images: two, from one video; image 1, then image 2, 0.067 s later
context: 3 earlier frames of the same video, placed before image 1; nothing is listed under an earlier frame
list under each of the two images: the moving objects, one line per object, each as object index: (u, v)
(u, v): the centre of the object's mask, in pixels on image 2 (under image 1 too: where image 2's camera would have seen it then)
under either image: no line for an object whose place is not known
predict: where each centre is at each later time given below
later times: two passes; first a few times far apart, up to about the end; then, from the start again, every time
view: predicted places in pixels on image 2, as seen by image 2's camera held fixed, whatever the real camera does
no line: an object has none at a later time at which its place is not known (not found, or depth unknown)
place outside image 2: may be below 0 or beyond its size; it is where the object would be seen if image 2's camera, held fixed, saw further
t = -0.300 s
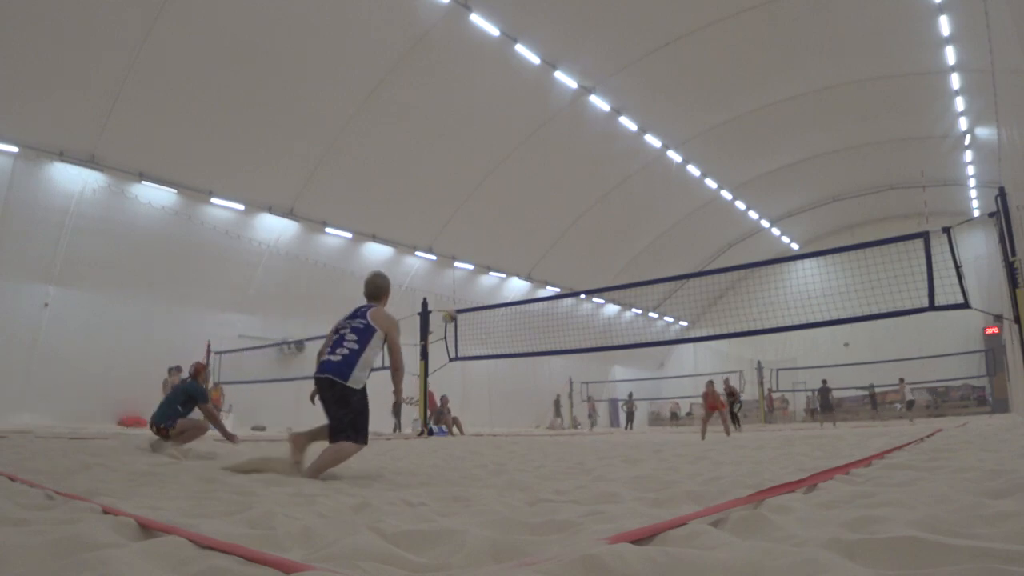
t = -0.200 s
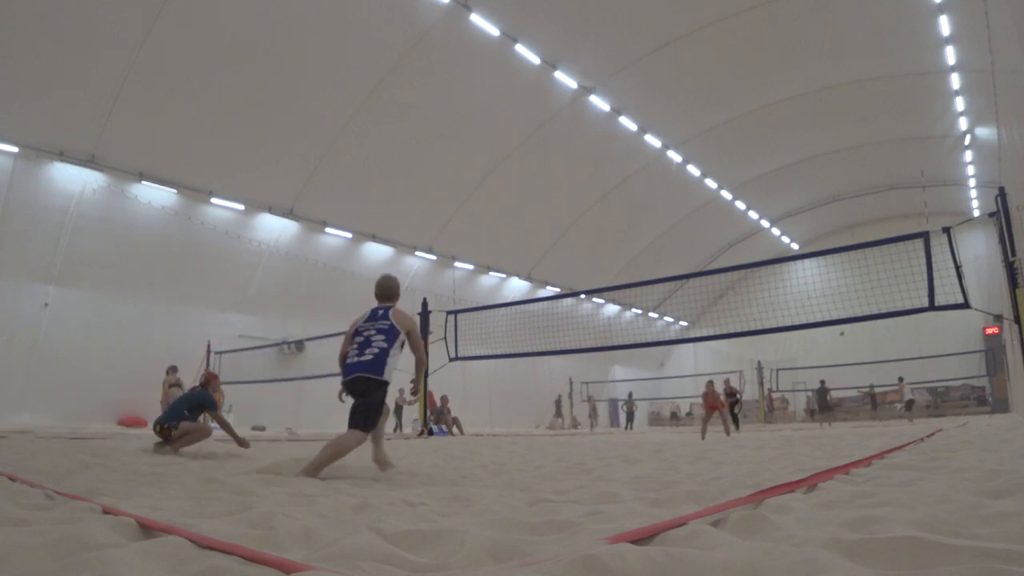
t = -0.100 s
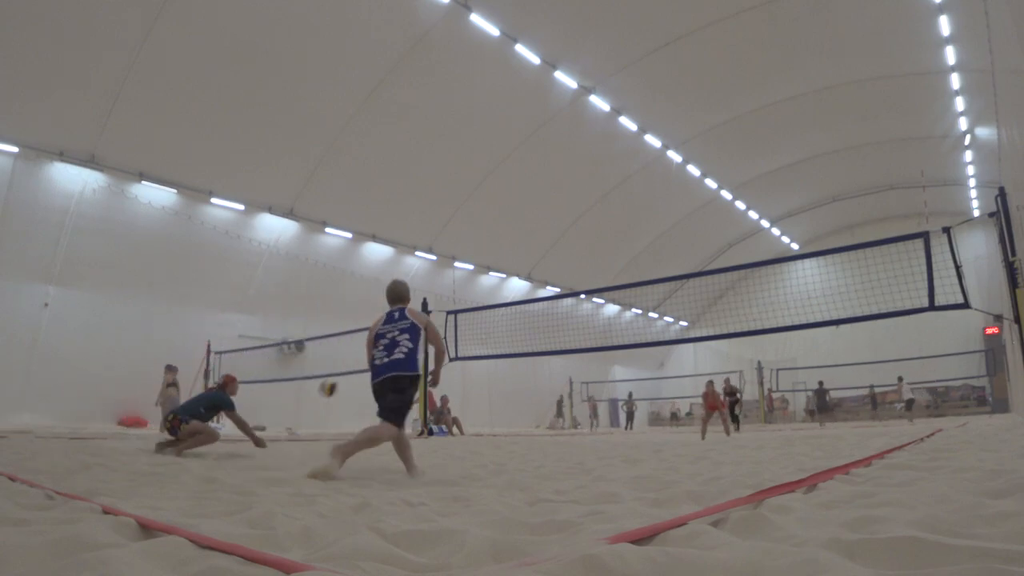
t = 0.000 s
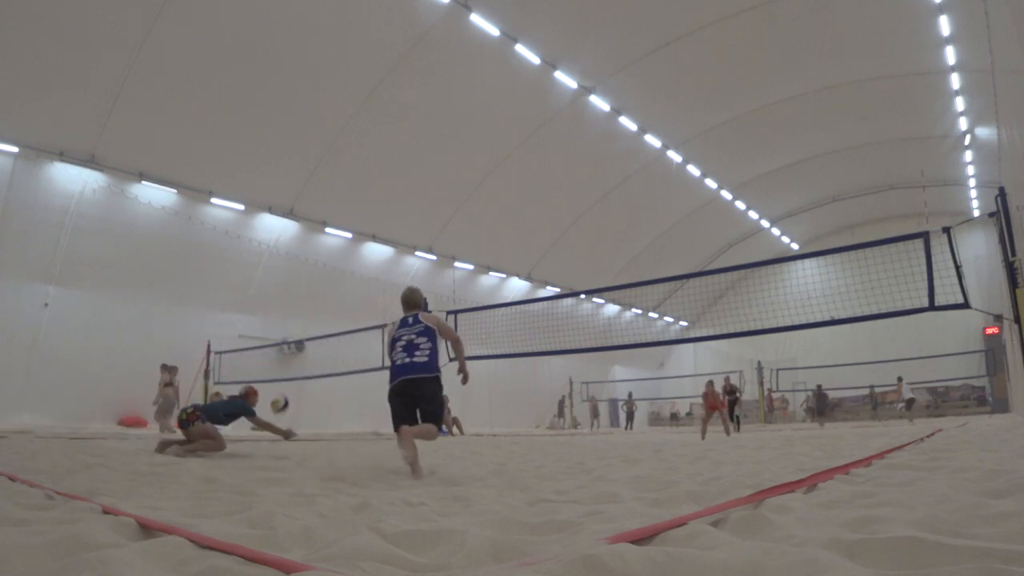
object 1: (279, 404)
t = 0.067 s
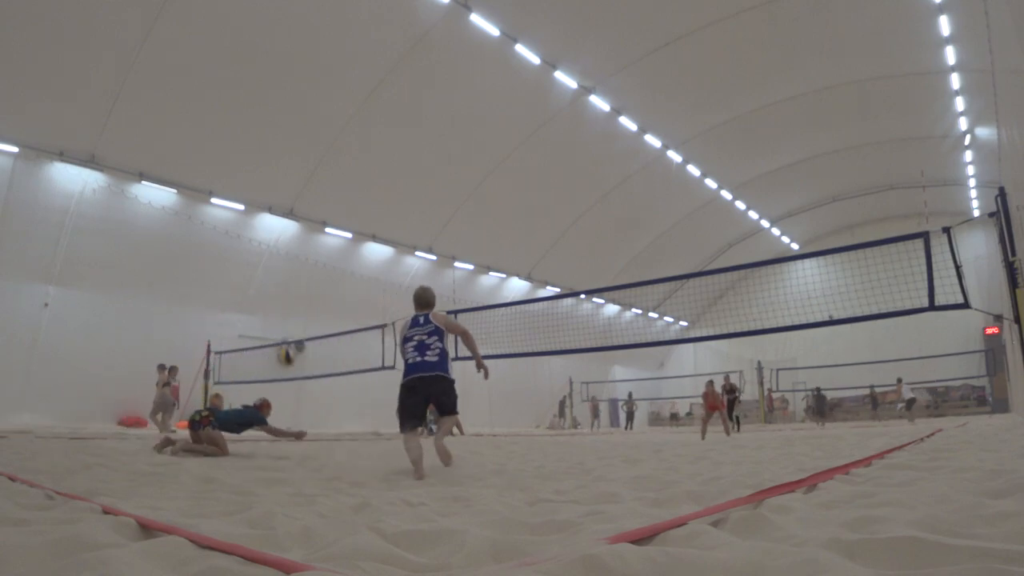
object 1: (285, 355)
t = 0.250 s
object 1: (300, 255)
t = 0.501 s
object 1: (314, 177)
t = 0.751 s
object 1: (321, 146)
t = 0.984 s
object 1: (324, 154)
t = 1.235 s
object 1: (324, 201)
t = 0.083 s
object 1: (287, 346)
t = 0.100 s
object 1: (289, 334)
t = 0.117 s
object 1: (290, 324)
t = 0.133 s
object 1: (290, 312)
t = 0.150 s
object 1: (292, 305)
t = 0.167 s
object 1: (294, 296)
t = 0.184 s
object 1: (295, 288)
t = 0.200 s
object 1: (297, 278)
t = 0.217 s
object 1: (298, 271)
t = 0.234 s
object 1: (299, 261)
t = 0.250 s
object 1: (300, 255)
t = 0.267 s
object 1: (302, 249)
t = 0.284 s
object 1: (303, 243)
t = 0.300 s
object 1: (304, 236)
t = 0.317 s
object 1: (305, 229)
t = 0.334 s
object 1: (305, 223)
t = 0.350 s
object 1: (306, 215)
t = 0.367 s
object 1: (308, 211)
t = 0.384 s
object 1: (308, 206)
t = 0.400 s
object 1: (309, 202)
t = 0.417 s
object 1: (311, 198)
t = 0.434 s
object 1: (311, 193)
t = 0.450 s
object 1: (312, 188)
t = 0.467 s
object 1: (312, 183)
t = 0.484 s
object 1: (313, 180)
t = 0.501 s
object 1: (314, 177)
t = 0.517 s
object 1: (314, 174)
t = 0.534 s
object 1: (315, 169)
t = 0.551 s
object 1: (316, 166)
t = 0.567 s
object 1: (316, 163)
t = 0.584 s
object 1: (317, 161)
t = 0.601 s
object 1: (317, 159)
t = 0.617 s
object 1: (317, 157)
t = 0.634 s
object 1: (318, 156)
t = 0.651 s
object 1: (319, 153)
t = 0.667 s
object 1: (319, 151)
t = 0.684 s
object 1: (319, 149)
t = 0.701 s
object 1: (319, 149)
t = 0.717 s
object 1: (320, 148)
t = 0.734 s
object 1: (321, 147)
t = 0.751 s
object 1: (321, 146)
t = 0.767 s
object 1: (321, 145)
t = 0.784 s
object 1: (322, 145)
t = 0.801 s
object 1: (321, 145)
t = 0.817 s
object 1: (322, 145)
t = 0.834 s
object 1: (323, 146)
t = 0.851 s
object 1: (323, 145)
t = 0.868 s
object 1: (323, 146)
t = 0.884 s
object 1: (323, 146)
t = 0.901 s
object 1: (324, 148)
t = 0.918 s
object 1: (323, 149)
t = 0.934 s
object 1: (324, 150)
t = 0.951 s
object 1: (324, 152)
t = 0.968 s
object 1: (324, 153)
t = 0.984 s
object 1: (324, 154)
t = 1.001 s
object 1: (325, 156)
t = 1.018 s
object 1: (324, 158)
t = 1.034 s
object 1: (325, 161)
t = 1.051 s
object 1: (325, 164)
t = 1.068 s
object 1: (325, 166)
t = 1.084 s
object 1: (325, 168)
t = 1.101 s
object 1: (325, 171)
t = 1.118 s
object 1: (326, 174)
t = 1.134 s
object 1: (324, 177)
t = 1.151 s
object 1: (325, 181)
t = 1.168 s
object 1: (325, 185)
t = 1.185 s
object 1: (326, 188)
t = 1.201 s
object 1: (325, 192)
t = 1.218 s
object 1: (325, 196)
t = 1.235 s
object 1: (324, 201)
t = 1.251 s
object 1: (325, 205)
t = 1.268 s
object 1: (325, 211)
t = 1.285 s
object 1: (325, 215)
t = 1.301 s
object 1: (325, 218)
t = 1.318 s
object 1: (324, 224)
